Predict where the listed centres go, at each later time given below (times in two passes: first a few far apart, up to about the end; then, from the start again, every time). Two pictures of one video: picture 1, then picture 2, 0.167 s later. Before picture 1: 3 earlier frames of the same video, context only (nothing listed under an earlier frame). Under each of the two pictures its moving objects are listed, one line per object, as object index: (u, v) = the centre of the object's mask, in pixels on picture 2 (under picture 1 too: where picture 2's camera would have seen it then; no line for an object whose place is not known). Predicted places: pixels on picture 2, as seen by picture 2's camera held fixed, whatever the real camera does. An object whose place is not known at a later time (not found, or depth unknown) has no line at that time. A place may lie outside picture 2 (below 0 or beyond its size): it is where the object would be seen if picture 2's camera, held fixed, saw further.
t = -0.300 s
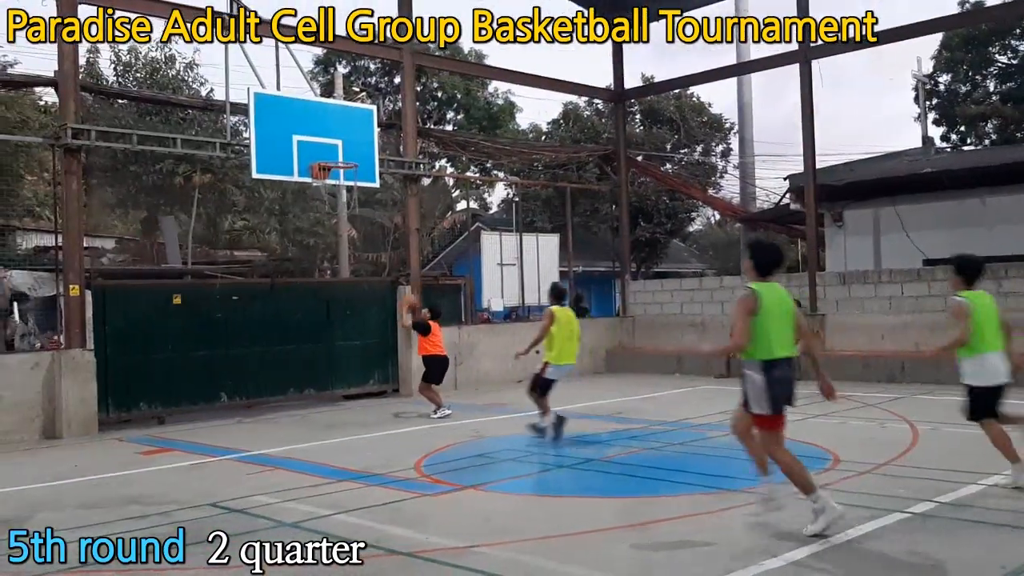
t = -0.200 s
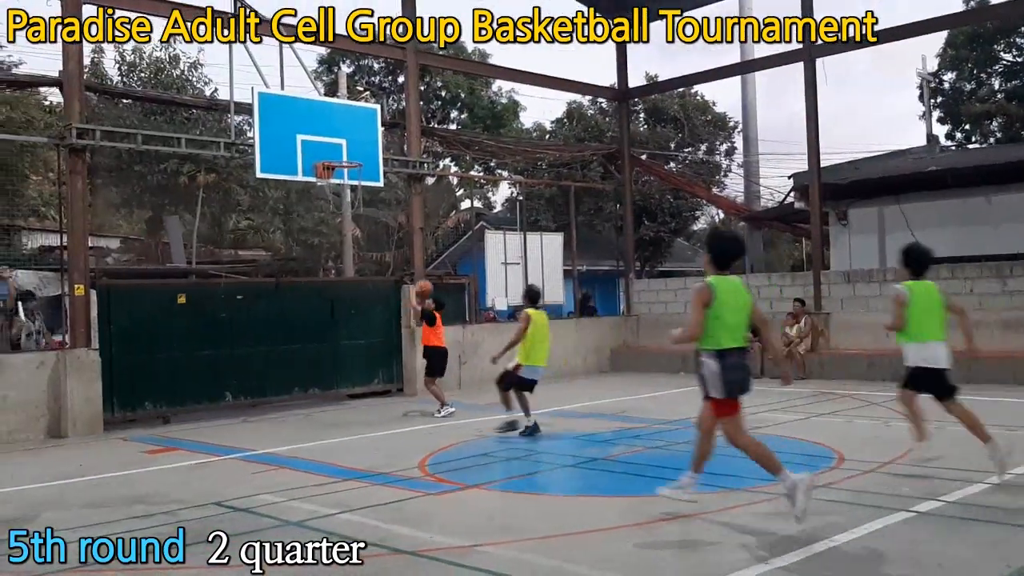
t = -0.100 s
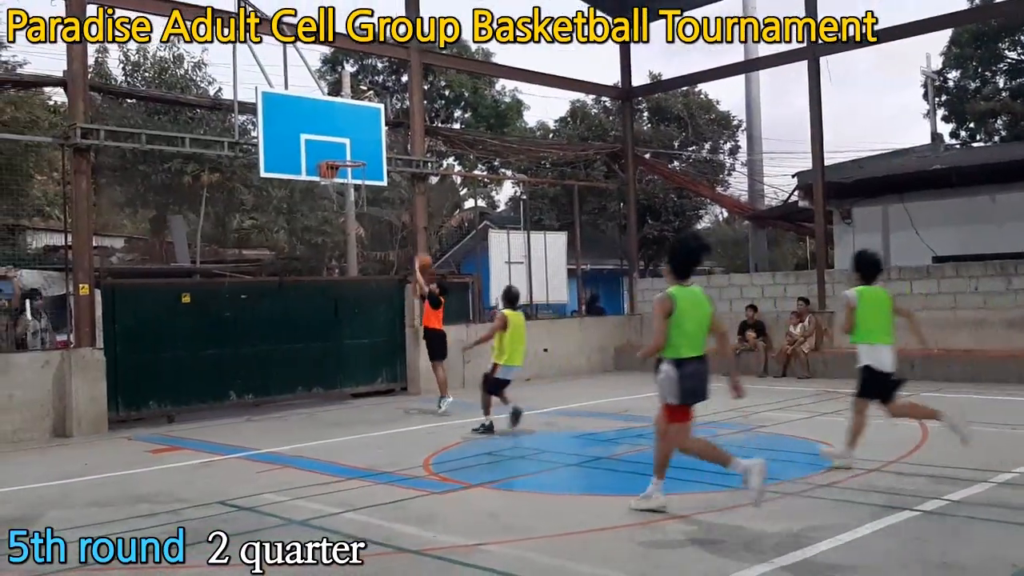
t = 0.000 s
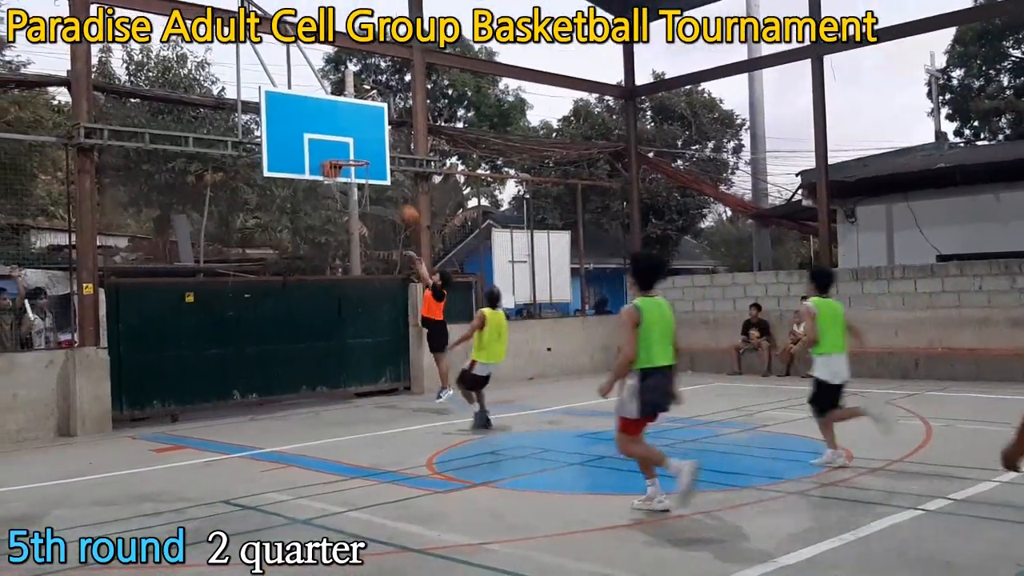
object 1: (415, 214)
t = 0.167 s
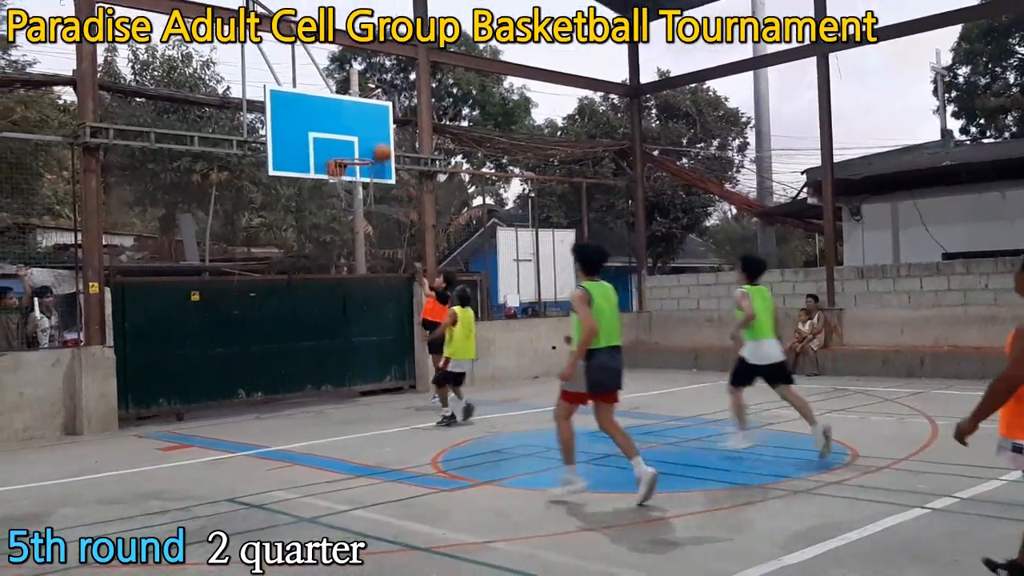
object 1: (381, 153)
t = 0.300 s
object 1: (381, 131)
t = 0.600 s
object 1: (384, 133)
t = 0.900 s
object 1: (392, 211)
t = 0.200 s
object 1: (380, 146)
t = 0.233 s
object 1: (380, 140)
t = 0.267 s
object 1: (380, 135)
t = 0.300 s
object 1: (381, 131)
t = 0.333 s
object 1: (381, 128)
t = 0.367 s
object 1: (381, 126)
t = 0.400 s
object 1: (381, 124)
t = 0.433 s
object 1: (382, 124)
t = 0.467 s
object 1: (382, 124)
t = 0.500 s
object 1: (383, 125)
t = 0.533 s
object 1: (383, 127)
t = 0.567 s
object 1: (384, 129)
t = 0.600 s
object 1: (384, 133)
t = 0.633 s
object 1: (385, 138)
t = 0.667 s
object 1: (385, 144)
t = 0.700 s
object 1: (386, 151)
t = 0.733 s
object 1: (387, 158)
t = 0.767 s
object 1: (387, 167)
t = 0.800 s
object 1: (388, 176)
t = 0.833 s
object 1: (390, 188)
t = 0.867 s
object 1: (391, 199)
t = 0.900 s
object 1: (392, 211)
